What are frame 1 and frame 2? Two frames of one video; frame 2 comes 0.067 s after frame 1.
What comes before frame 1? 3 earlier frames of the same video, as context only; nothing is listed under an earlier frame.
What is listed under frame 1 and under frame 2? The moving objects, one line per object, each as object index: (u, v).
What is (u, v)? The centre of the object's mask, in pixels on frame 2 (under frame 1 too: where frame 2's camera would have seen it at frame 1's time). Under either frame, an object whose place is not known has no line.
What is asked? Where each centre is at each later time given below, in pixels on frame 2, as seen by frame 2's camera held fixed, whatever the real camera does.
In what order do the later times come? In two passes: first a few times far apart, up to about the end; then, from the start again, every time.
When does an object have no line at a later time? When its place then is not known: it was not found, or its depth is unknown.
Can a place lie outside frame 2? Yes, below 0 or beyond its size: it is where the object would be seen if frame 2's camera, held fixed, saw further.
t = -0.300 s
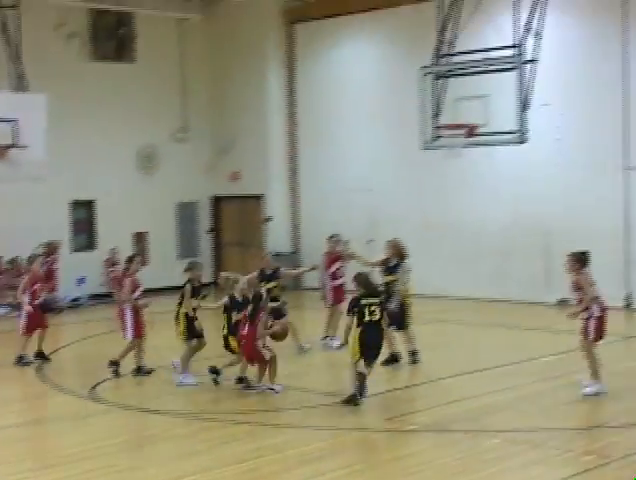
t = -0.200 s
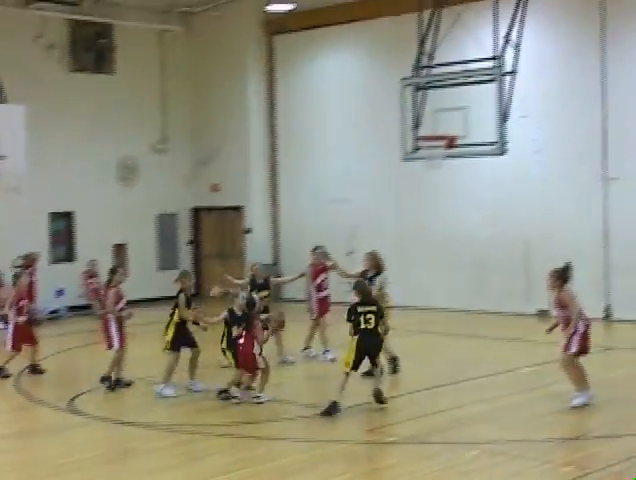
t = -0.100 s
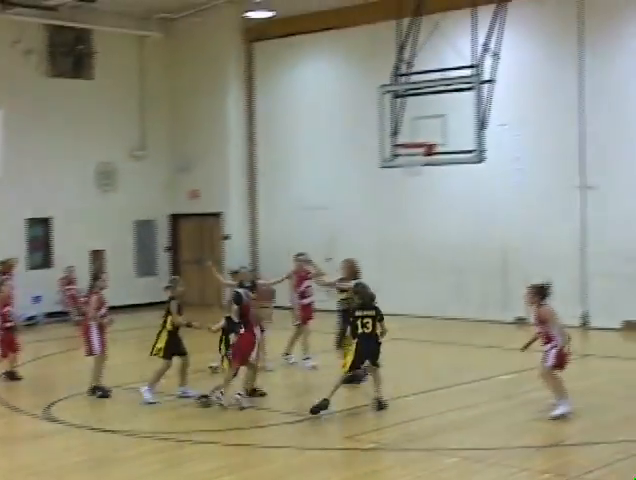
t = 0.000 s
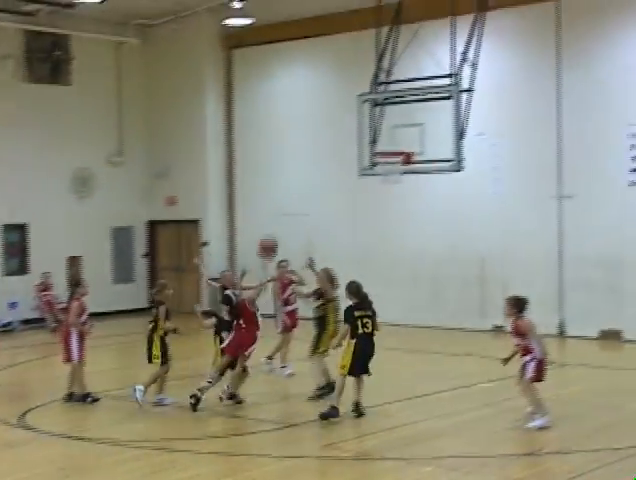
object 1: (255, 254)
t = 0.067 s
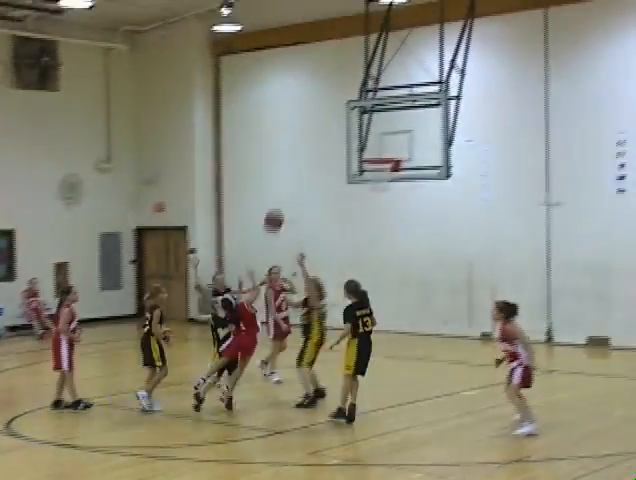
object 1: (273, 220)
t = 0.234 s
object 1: (314, 157)
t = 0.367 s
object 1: (343, 127)
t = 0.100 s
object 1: (282, 205)
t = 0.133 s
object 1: (290, 191)
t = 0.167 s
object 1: (298, 179)
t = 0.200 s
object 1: (306, 168)
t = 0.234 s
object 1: (314, 157)
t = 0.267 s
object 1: (321, 148)
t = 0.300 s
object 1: (329, 140)
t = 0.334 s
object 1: (336, 133)
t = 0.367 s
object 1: (343, 127)
